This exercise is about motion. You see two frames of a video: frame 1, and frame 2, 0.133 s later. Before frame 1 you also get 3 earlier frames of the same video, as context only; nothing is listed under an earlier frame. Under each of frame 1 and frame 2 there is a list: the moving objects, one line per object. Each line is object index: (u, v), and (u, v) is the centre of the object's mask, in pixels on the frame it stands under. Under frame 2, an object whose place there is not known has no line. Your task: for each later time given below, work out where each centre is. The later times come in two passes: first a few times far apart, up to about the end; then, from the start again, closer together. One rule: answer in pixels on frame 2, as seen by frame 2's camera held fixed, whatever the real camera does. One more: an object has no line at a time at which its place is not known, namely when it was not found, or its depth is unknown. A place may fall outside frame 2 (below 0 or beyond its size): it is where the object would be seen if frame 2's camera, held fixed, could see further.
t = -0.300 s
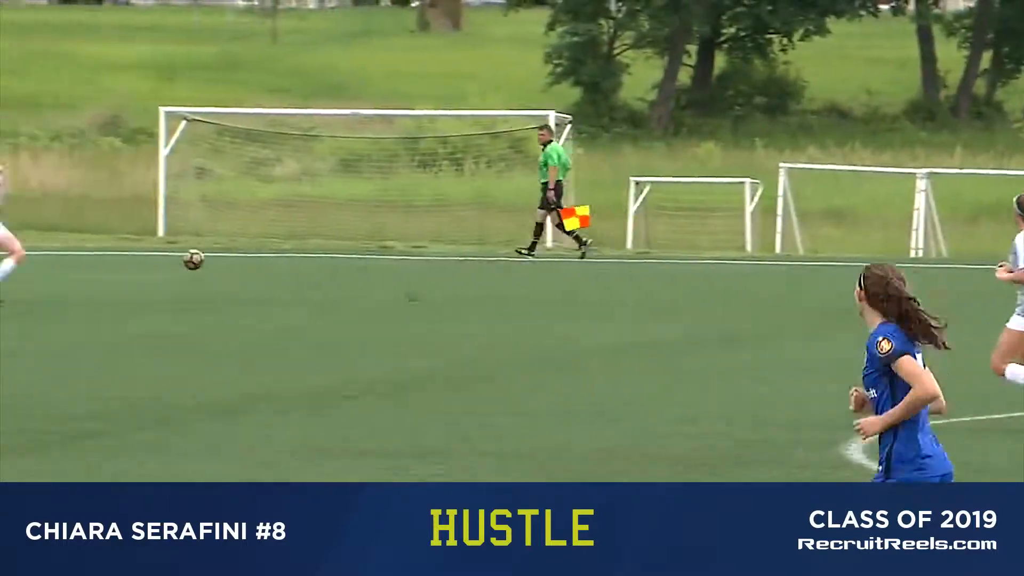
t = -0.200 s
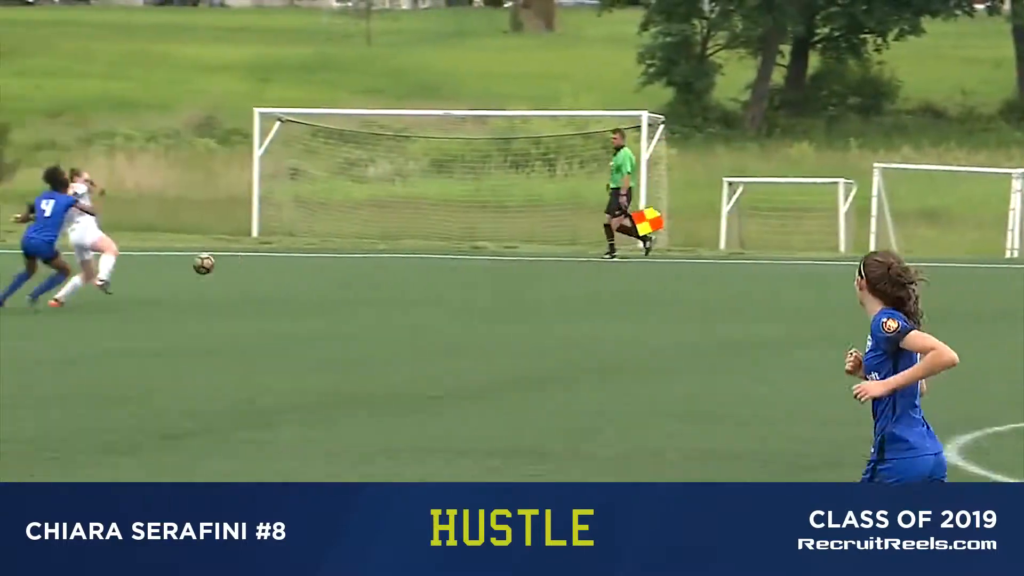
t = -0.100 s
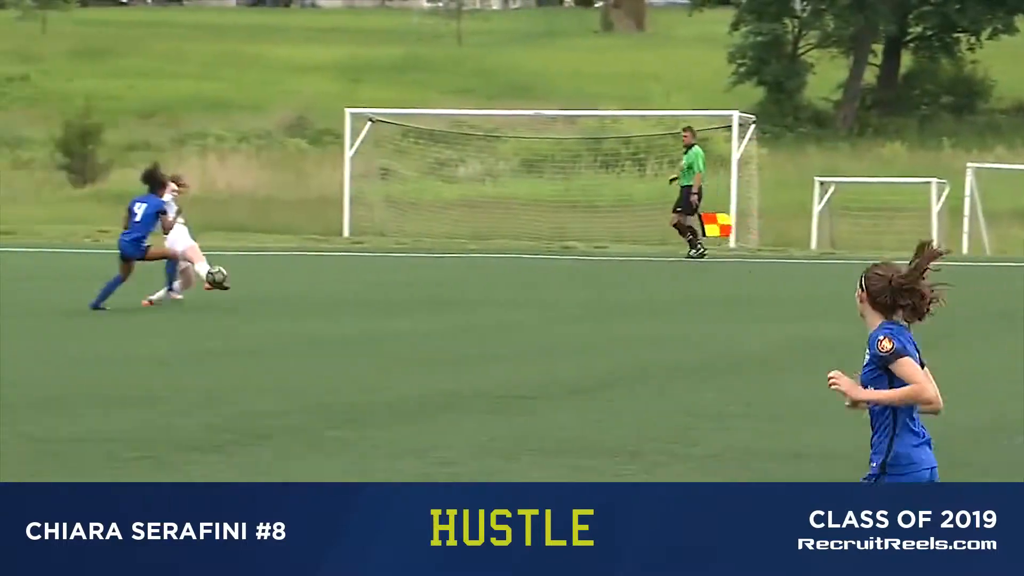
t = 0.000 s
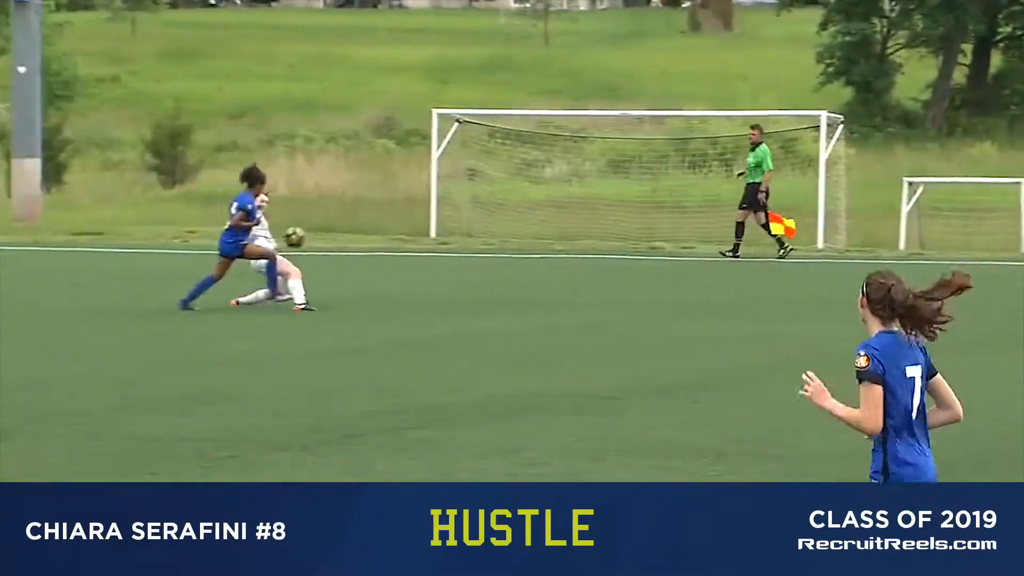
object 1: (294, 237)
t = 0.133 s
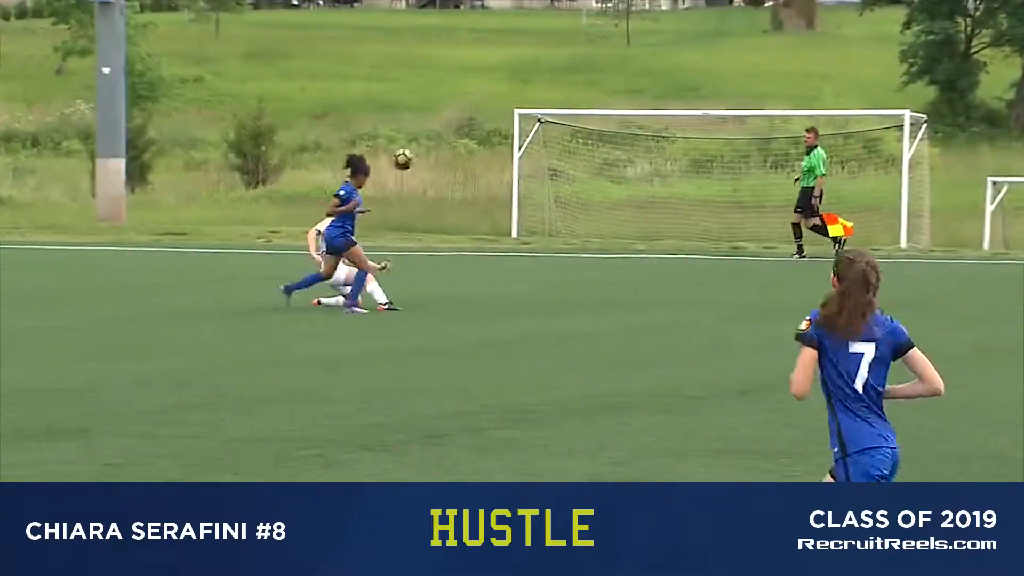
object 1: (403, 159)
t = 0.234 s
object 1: (425, 113)
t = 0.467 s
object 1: (465, 43)
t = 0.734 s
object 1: (507, 24)
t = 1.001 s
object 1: (547, 70)
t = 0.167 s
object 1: (412, 143)
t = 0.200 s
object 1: (418, 127)
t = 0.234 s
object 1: (425, 113)
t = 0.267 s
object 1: (430, 100)
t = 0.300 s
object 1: (437, 88)
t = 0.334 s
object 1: (443, 77)
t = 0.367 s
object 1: (449, 67)
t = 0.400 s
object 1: (455, 58)
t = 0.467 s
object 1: (465, 43)
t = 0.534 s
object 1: (476, 32)
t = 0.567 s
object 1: (482, 28)
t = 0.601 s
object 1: (486, 26)
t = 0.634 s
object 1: (491, 24)
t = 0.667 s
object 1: (496, 23)
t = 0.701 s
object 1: (502, 23)
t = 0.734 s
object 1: (507, 24)
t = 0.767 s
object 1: (512, 27)
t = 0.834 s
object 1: (523, 34)
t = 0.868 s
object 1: (528, 40)
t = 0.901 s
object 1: (532, 46)
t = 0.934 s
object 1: (537, 53)
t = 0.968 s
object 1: (541, 61)
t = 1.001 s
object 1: (547, 70)
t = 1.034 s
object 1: (551, 80)
